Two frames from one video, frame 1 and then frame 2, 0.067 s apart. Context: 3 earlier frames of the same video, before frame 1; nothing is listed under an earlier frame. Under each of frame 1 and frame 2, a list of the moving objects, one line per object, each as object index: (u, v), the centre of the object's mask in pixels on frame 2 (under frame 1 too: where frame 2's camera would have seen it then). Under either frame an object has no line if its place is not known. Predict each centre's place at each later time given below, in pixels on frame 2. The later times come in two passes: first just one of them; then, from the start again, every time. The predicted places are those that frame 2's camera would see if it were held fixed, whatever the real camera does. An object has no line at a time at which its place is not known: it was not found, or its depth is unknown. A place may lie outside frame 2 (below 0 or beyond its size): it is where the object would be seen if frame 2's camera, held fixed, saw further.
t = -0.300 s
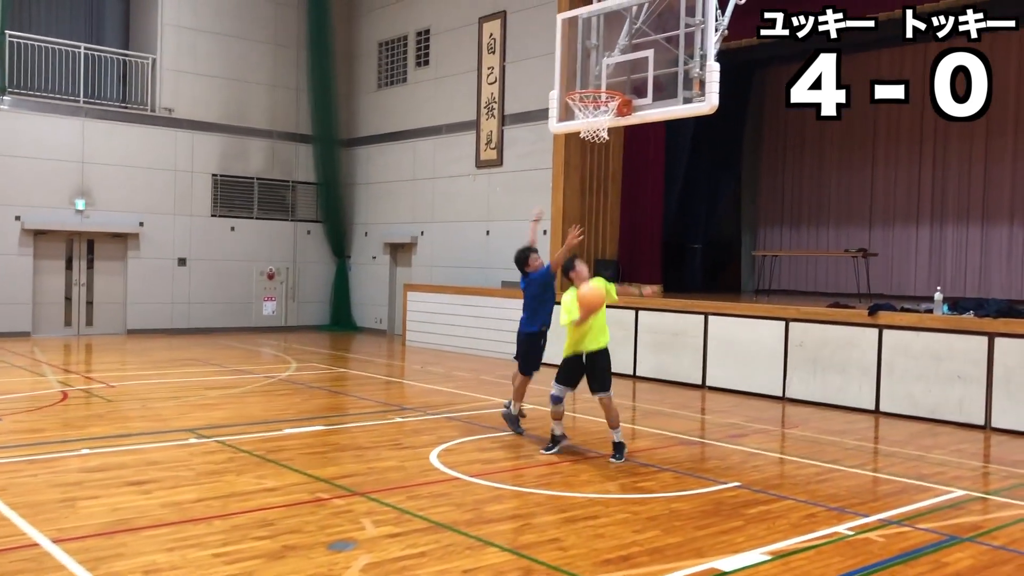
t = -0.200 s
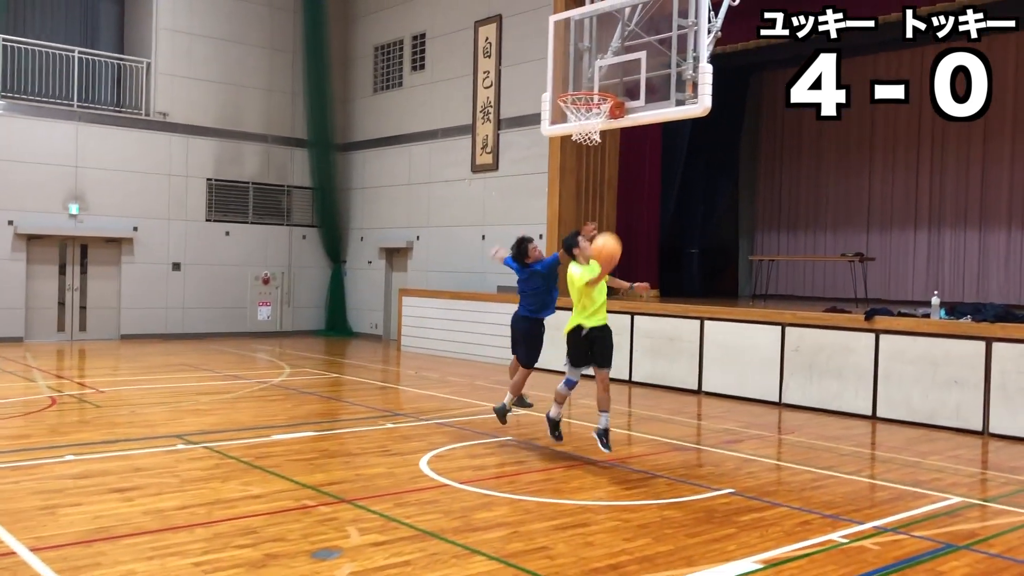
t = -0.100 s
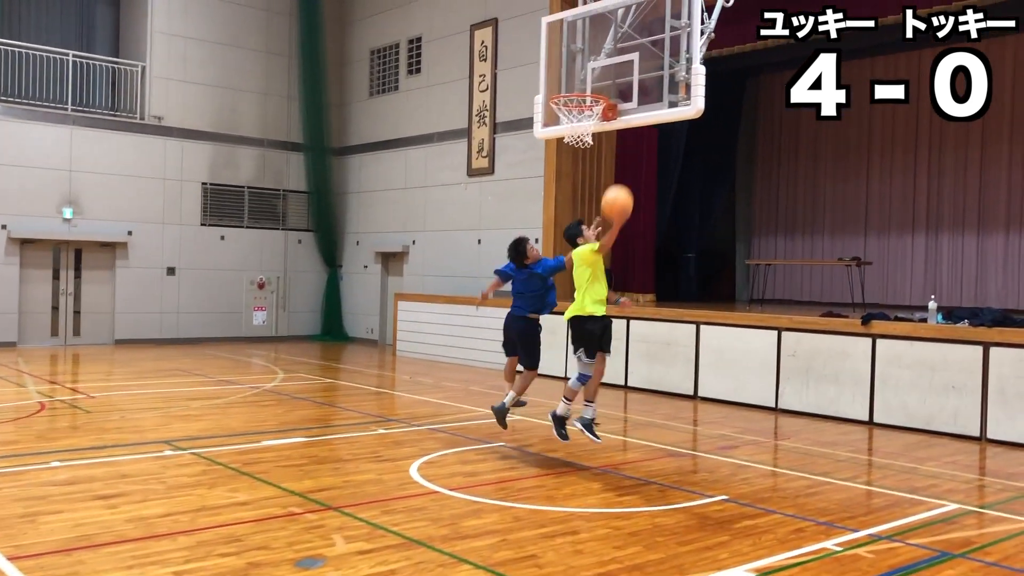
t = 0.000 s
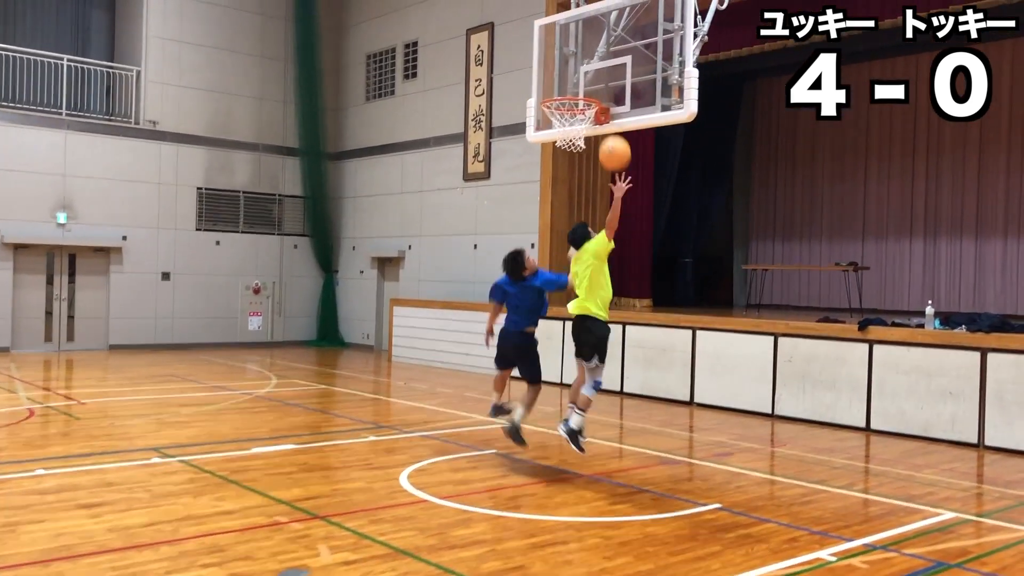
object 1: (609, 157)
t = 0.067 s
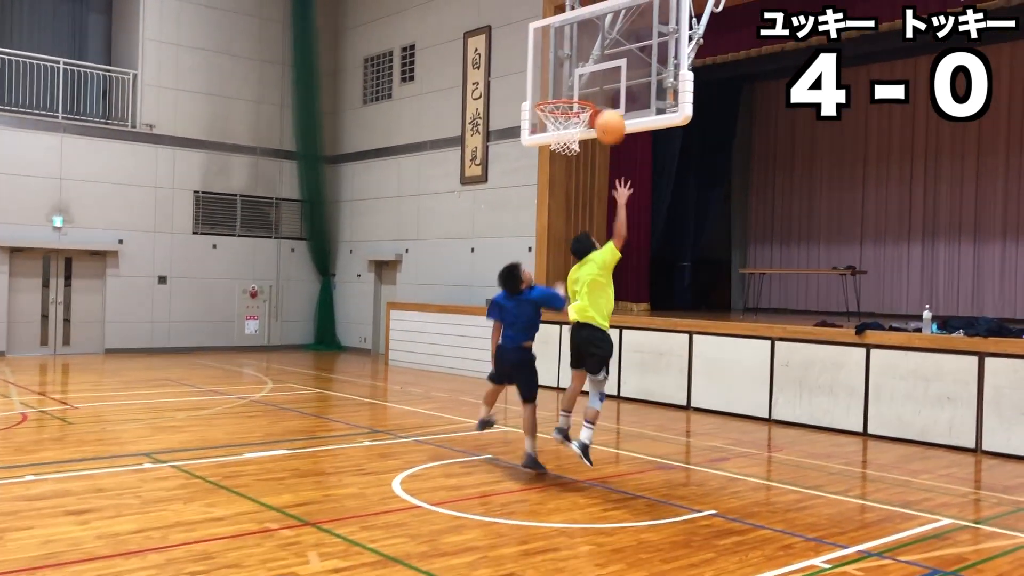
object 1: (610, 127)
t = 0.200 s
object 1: (609, 85)
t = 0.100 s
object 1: (610, 112)
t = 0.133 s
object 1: (610, 102)
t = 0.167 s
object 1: (609, 94)
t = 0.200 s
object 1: (609, 85)
